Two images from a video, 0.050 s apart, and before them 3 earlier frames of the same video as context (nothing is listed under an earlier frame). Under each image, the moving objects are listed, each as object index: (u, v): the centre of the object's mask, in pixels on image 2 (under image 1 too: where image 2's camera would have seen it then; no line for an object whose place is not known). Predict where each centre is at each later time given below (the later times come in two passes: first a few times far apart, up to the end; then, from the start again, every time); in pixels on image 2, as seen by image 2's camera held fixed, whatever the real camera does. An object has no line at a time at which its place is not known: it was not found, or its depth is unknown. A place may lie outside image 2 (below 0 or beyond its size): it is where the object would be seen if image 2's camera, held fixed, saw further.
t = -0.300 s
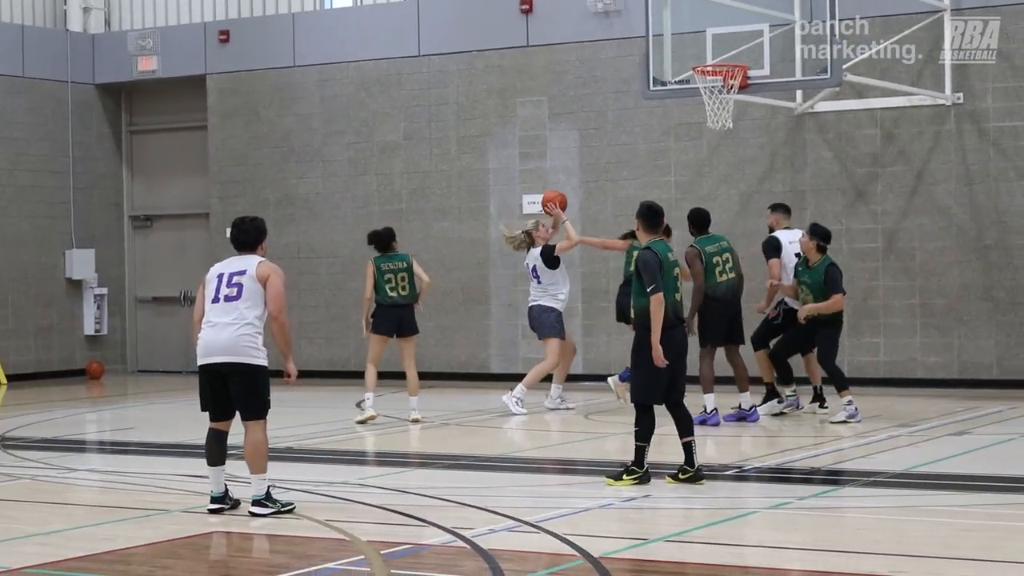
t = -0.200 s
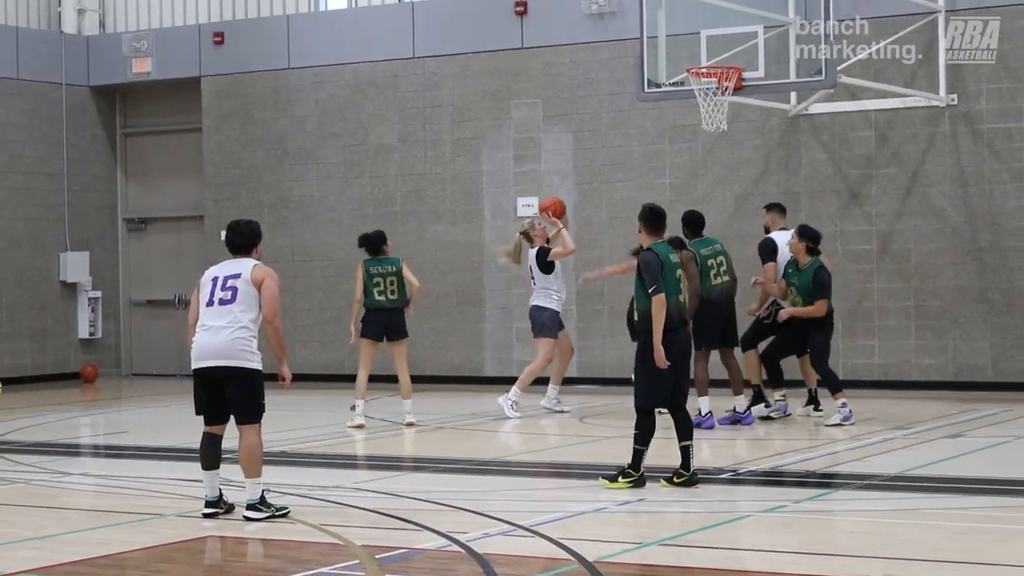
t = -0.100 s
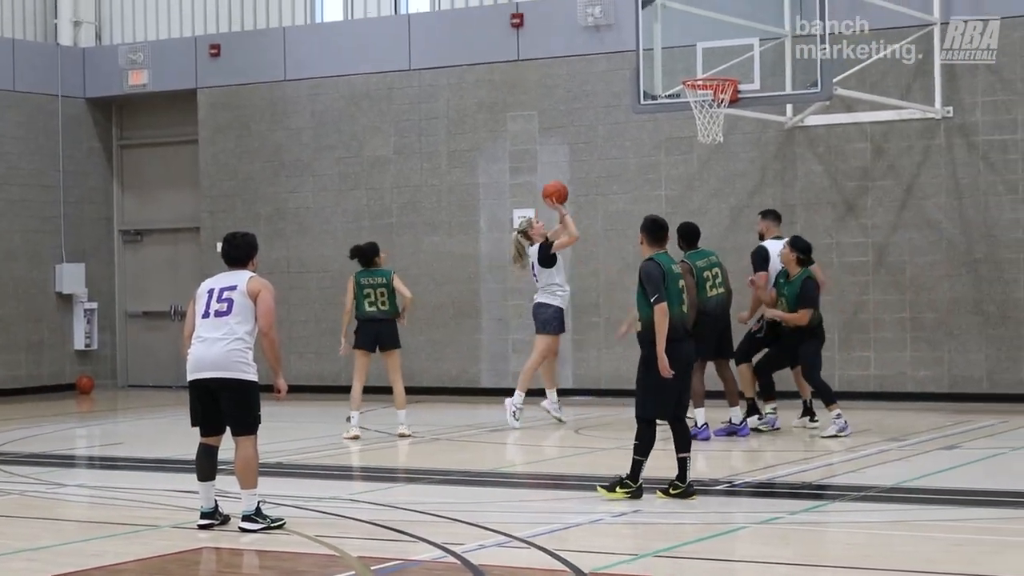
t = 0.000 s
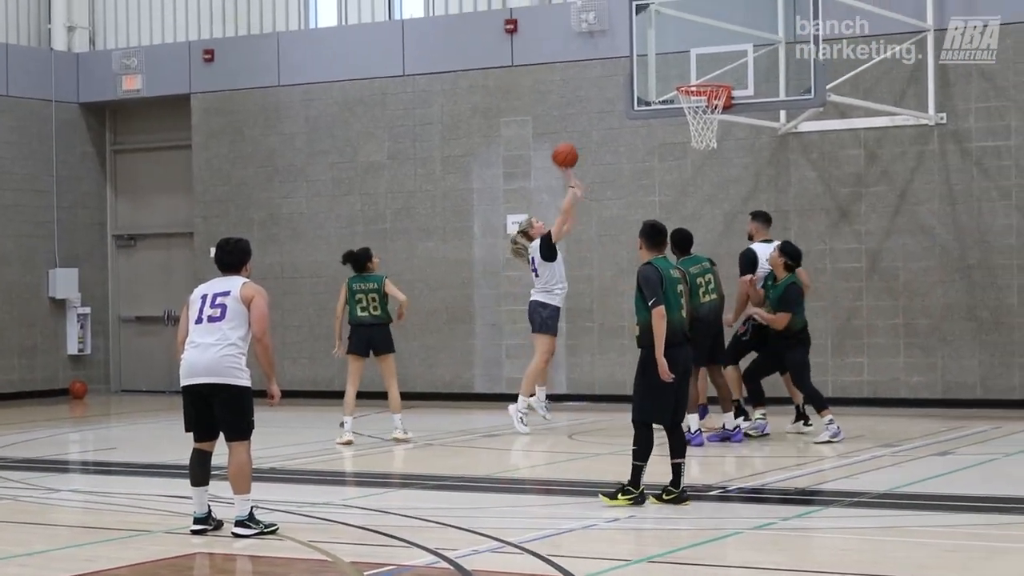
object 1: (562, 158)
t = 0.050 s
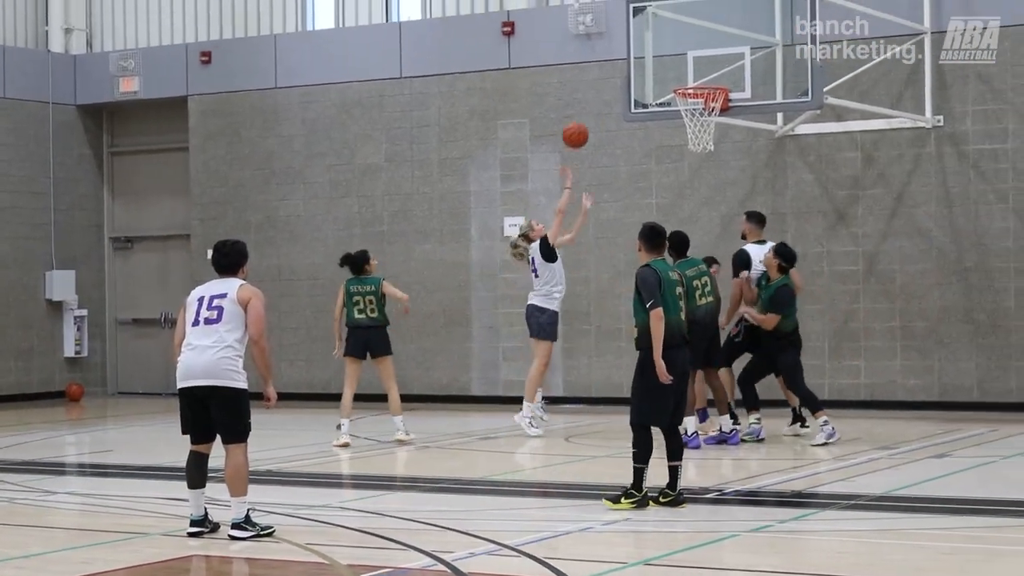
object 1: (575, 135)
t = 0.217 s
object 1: (619, 77)
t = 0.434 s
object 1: (666, 49)
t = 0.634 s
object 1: (679, 77)
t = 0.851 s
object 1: (702, 82)
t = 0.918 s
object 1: (695, 84)
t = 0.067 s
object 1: (579, 128)
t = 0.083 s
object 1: (583, 121)
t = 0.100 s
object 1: (588, 115)
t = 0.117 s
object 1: (593, 109)
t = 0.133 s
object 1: (597, 103)
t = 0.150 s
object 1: (601, 97)
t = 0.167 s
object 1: (606, 91)
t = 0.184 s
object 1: (610, 87)
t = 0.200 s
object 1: (615, 81)
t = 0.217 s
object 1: (619, 77)
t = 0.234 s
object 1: (623, 73)
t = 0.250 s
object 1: (627, 68)
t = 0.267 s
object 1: (632, 65)
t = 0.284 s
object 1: (636, 62)
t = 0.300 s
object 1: (640, 59)
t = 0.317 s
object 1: (645, 56)
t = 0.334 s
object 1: (650, 54)
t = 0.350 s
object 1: (654, 51)
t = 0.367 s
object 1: (659, 50)
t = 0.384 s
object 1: (663, 48)
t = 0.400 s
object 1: (664, 48)
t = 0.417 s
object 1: (665, 48)
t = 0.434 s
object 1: (666, 49)
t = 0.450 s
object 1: (668, 50)
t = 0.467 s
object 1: (668, 51)
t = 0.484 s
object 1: (669, 52)
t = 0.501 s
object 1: (670, 54)
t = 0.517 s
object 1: (672, 55)
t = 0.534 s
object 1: (673, 58)
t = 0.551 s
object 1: (674, 61)
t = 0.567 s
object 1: (675, 64)
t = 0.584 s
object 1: (676, 66)
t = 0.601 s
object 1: (677, 70)
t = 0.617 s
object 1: (678, 74)
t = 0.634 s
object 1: (679, 77)
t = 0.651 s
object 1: (681, 78)
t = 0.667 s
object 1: (683, 78)
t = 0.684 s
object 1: (686, 78)
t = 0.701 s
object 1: (688, 78)
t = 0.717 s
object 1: (691, 78)
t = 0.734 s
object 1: (693, 78)
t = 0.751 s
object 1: (696, 78)
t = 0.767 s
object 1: (699, 79)
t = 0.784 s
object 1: (701, 80)
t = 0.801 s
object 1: (704, 81)
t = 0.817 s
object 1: (705, 82)
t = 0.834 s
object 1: (704, 82)
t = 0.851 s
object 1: (702, 82)
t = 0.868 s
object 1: (701, 82)
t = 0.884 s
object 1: (698, 82)
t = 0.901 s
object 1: (697, 83)
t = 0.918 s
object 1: (695, 84)
